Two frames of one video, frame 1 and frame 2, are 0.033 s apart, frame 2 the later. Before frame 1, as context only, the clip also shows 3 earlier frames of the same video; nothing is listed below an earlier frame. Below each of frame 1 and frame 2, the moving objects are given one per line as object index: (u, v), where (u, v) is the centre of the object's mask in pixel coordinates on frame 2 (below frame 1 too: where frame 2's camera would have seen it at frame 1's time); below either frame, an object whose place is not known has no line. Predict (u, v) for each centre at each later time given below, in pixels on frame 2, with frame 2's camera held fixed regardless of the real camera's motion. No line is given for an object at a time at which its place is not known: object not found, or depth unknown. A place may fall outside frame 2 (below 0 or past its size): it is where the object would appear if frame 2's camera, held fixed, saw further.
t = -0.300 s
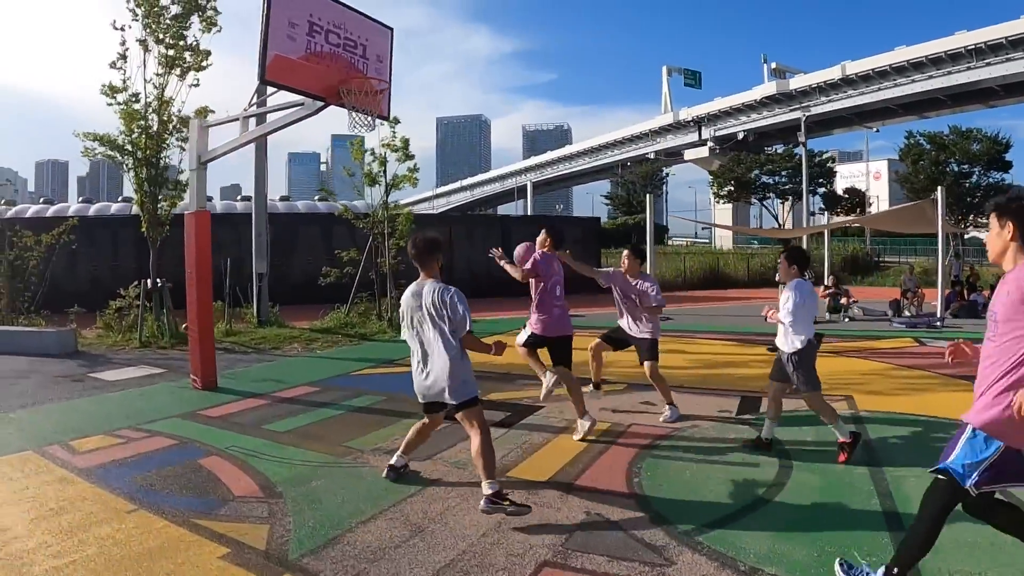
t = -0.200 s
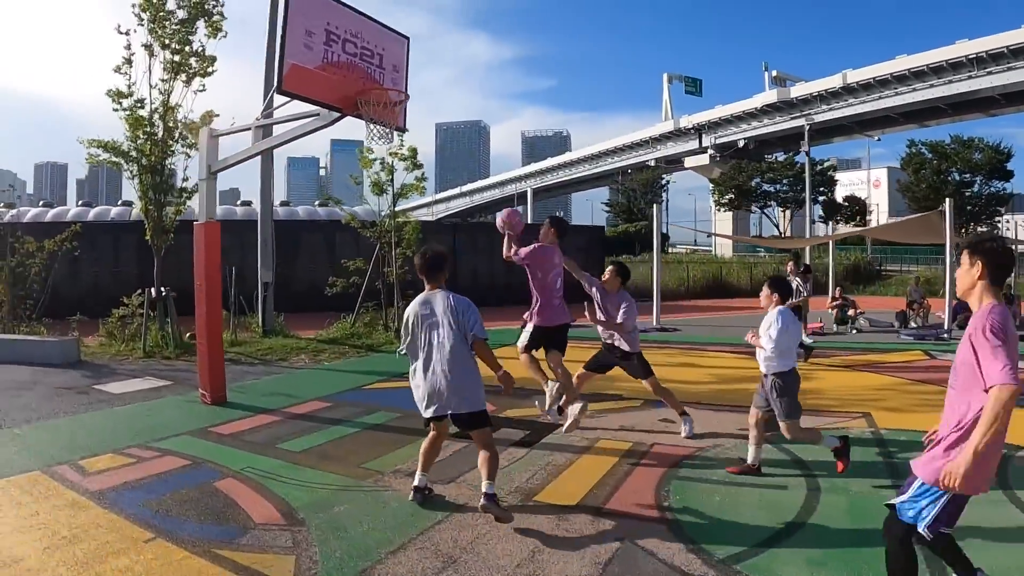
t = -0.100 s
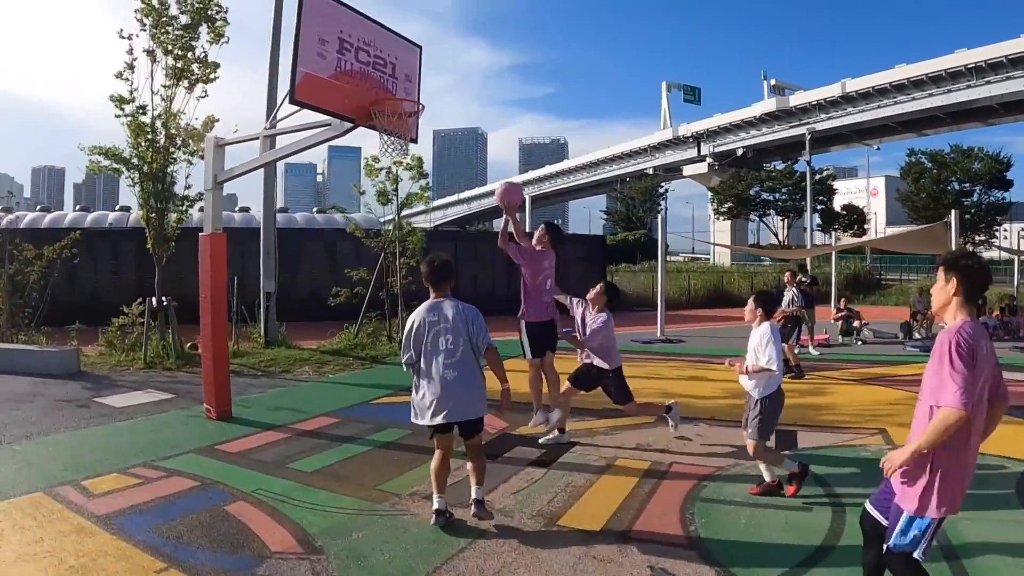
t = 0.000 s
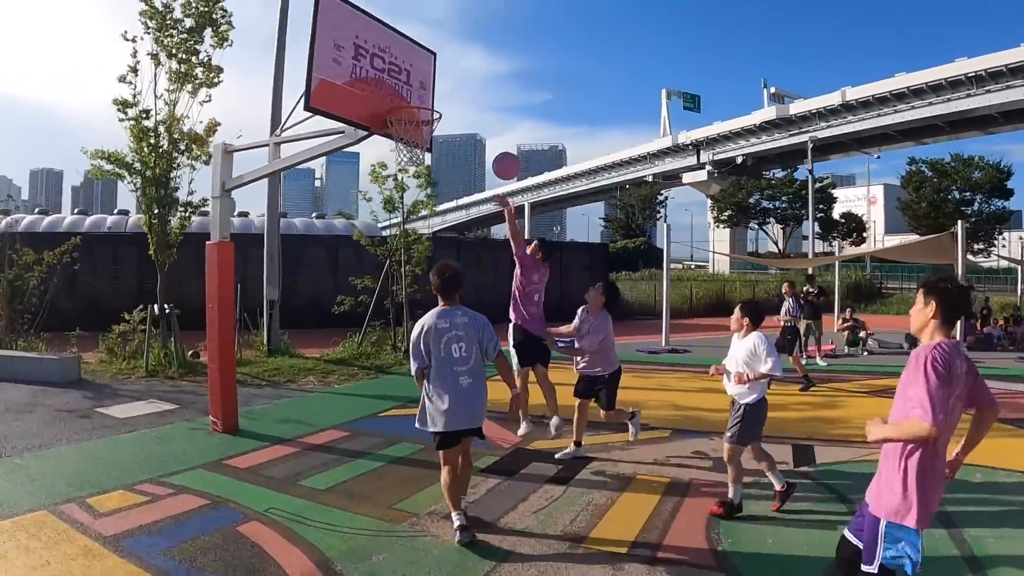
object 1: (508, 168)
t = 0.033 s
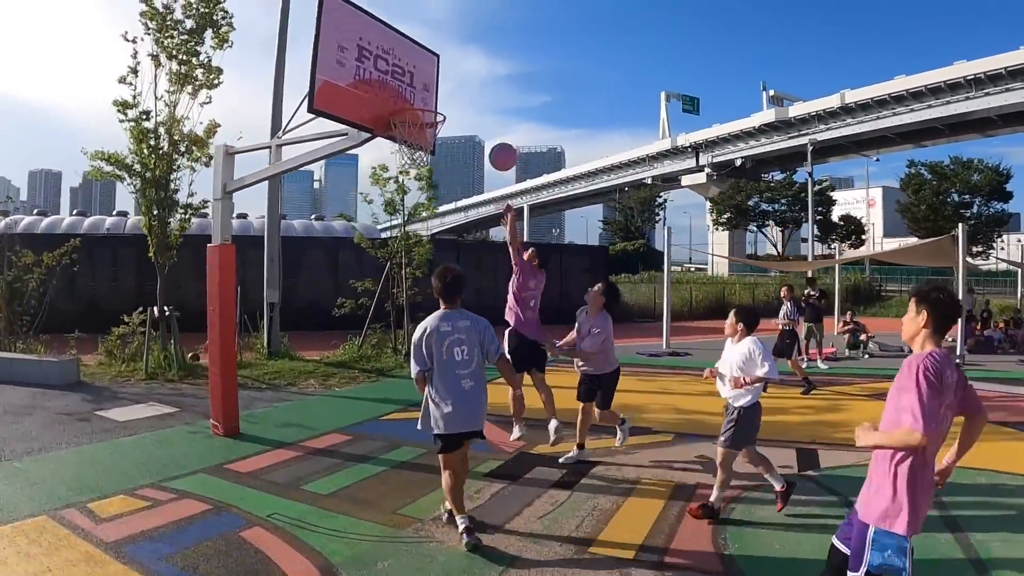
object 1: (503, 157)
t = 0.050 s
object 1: (500, 150)
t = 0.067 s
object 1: (496, 143)
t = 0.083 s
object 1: (494, 140)
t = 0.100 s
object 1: (491, 134)
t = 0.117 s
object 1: (486, 129)
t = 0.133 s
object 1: (484, 126)
